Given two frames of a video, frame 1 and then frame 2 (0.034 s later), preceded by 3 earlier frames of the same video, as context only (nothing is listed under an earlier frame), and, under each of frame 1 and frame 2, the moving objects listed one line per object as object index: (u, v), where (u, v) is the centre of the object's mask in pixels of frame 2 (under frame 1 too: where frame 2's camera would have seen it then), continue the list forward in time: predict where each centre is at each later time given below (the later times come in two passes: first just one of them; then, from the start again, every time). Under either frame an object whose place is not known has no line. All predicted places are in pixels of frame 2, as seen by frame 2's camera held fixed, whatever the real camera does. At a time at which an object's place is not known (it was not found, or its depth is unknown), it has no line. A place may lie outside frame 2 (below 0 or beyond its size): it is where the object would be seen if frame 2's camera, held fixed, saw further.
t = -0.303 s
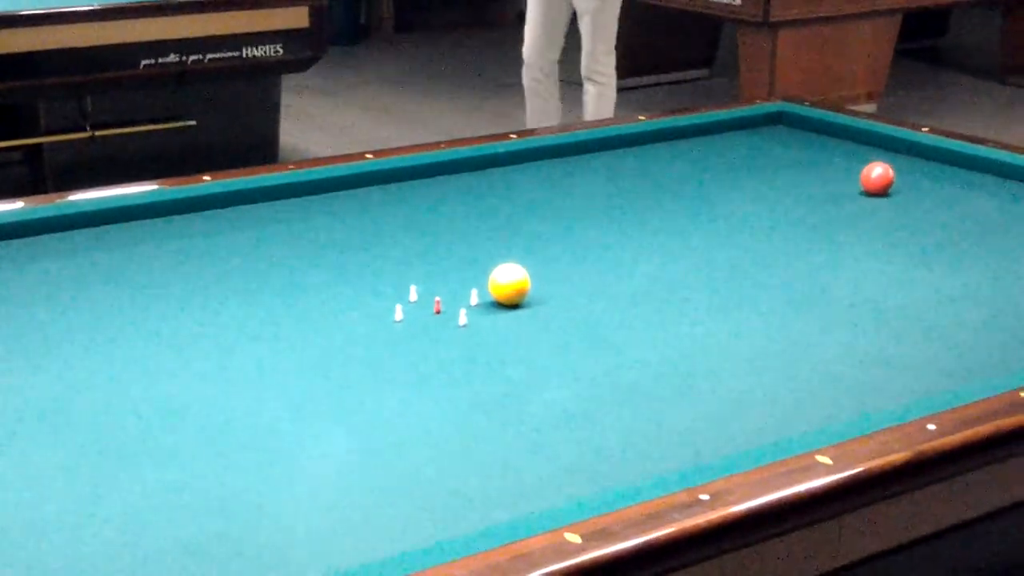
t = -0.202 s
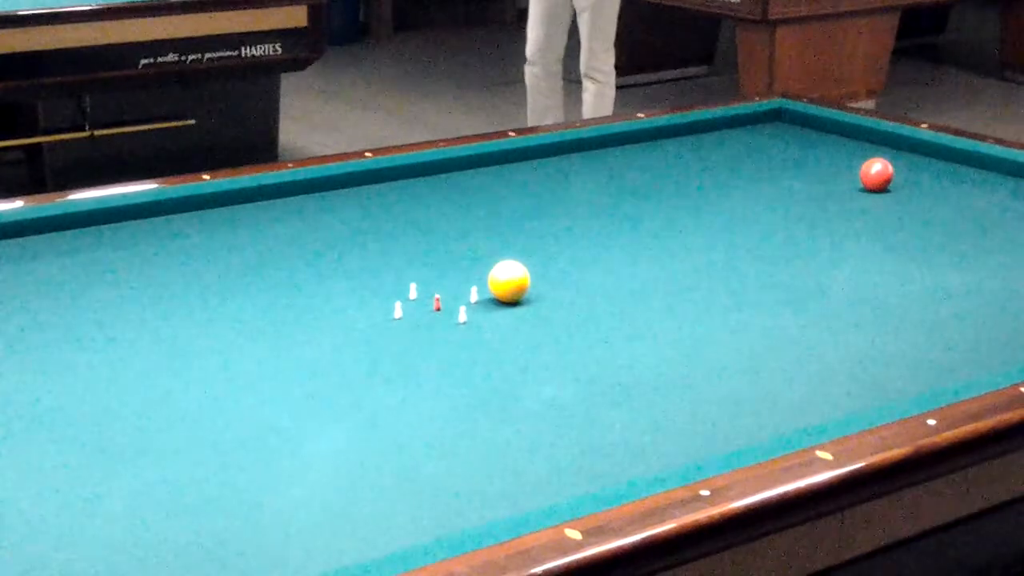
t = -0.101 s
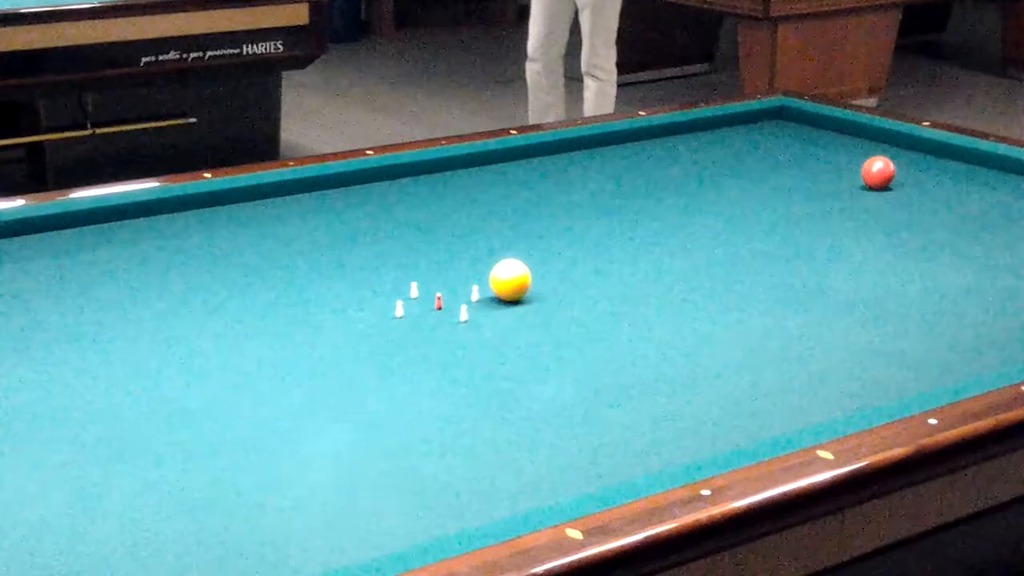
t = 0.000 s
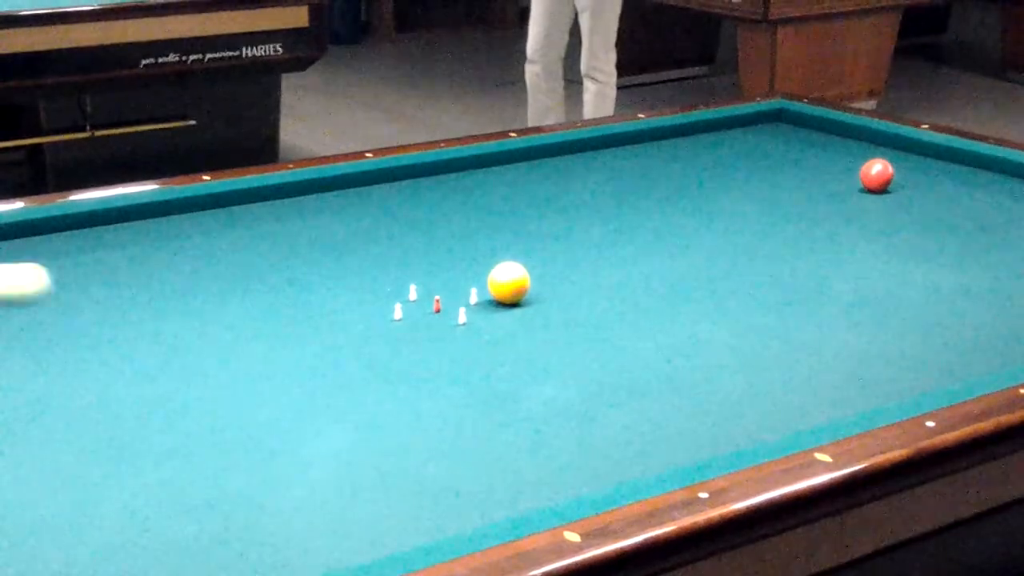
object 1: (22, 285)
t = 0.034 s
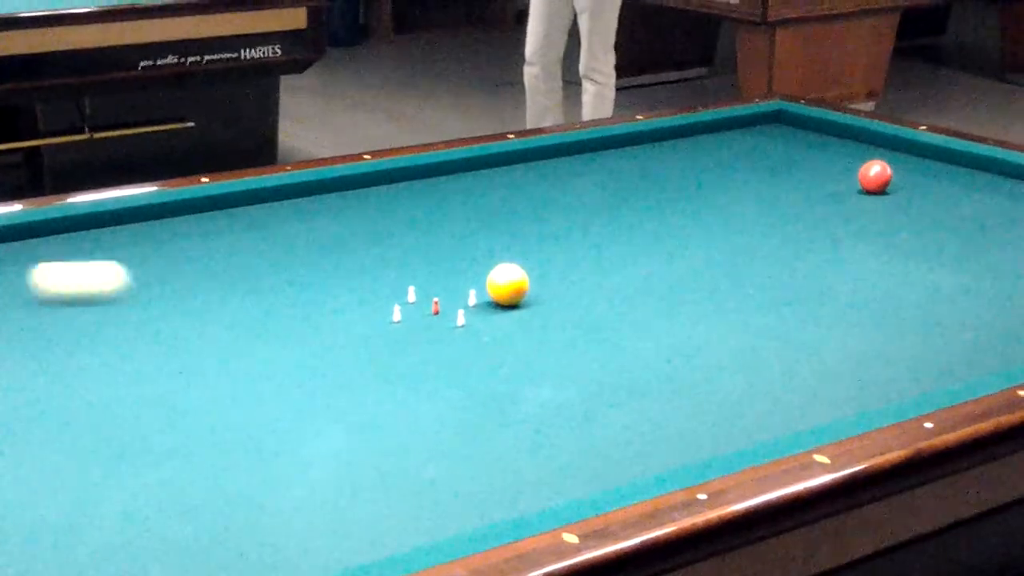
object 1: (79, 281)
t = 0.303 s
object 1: (640, 247)
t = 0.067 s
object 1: (160, 275)
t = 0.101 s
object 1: (236, 270)
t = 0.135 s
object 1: (307, 266)
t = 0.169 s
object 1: (378, 262)
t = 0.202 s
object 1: (446, 258)
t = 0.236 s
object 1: (512, 253)
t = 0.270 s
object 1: (578, 251)
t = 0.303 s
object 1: (640, 247)
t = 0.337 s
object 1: (703, 244)
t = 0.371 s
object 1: (766, 240)
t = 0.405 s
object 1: (826, 236)
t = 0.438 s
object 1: (887, 233)
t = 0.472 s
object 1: (938, 233)
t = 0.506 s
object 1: (999, 229)
